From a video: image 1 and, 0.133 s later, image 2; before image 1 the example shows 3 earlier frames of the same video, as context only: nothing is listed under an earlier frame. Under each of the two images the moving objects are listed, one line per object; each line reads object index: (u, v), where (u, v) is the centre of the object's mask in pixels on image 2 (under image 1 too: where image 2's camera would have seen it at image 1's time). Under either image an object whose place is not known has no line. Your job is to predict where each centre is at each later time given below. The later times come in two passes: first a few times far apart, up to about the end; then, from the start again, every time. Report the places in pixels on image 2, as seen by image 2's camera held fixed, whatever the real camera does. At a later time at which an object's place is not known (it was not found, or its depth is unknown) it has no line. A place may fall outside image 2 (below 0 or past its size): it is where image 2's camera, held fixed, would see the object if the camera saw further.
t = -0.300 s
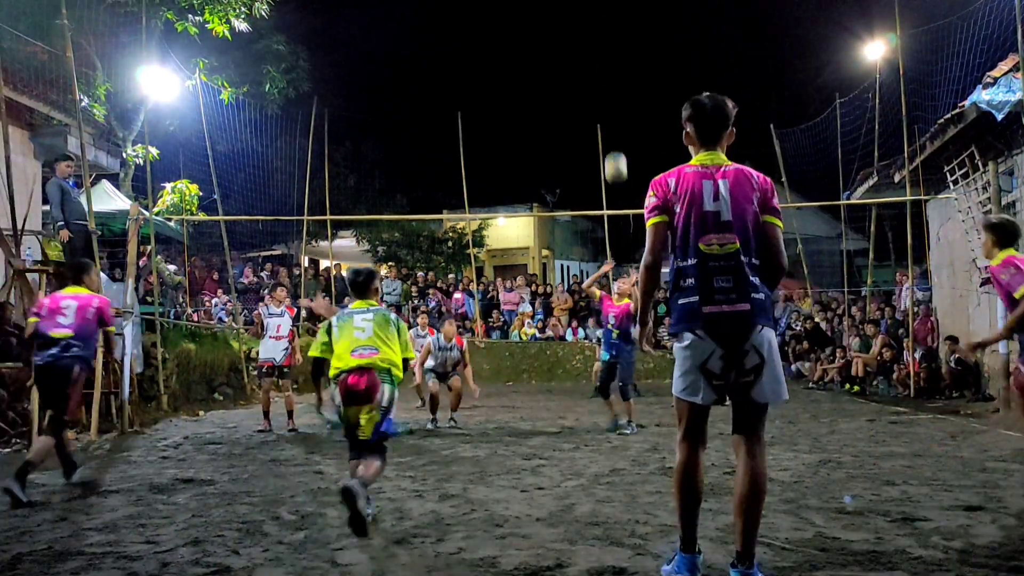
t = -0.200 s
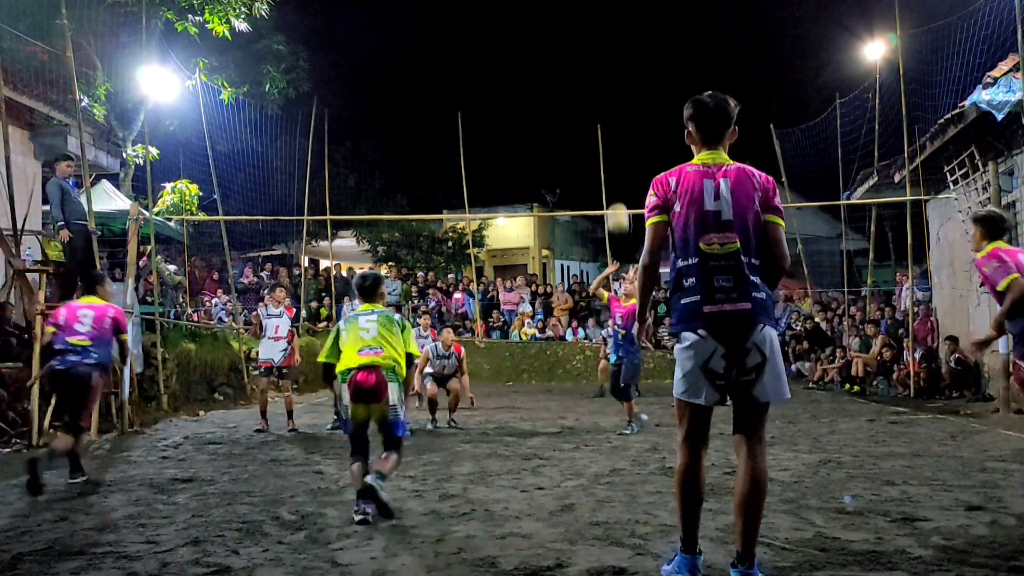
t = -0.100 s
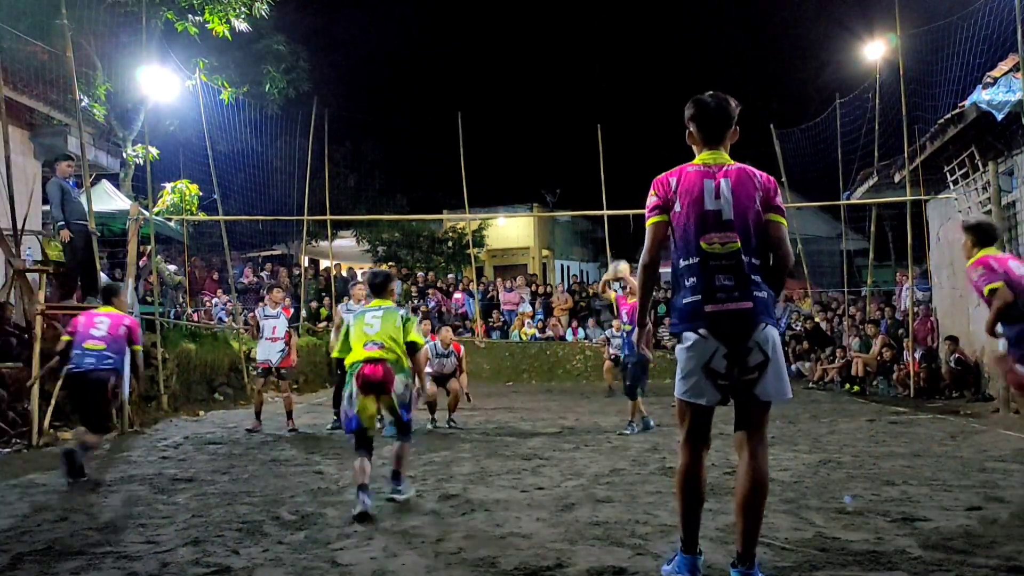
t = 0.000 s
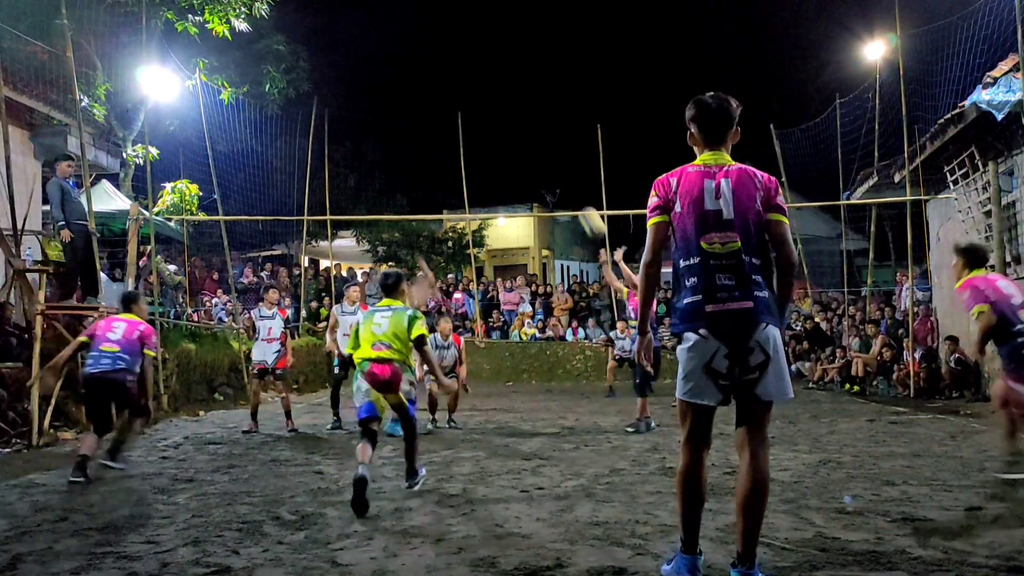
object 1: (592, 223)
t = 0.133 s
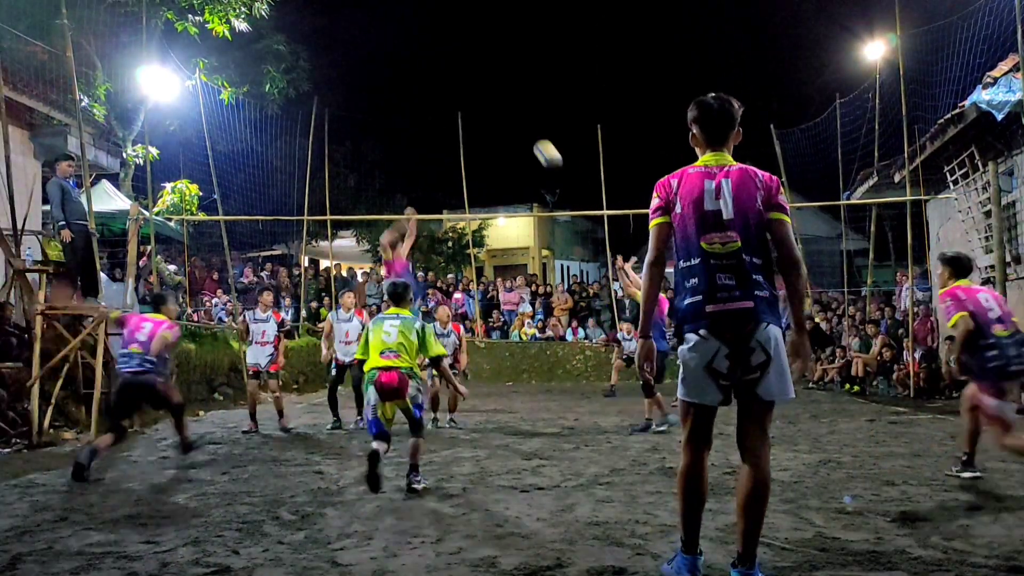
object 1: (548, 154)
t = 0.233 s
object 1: (515, 115)
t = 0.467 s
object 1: (441, 61)
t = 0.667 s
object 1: (379, 55)
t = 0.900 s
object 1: (309, 94)
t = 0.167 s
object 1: (536, 140)
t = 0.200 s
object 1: (525, 127)
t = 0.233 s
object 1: (515, 115)
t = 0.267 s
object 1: (504, 105)
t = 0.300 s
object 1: (494, 95)
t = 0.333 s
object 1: (483, 86)
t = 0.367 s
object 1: (472, 78)
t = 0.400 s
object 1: (462, 71)
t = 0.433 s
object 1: (451, 65)
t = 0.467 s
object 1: (441, 61)
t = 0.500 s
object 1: (430, 58)
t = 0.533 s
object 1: (420, 55)
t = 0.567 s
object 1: (410, 53)
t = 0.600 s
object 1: (399, 53)
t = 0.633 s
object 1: (389, 53)
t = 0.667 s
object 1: (379, 55)
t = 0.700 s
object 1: (369, 58)
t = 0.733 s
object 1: (358, 61)
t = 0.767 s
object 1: (349, 66)
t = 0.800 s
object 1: (339, 71)
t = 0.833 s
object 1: (329, 78)
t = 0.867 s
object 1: (319, 86)
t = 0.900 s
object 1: (309, 94)
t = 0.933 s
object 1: (300, 104)
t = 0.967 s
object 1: (290, 115)
